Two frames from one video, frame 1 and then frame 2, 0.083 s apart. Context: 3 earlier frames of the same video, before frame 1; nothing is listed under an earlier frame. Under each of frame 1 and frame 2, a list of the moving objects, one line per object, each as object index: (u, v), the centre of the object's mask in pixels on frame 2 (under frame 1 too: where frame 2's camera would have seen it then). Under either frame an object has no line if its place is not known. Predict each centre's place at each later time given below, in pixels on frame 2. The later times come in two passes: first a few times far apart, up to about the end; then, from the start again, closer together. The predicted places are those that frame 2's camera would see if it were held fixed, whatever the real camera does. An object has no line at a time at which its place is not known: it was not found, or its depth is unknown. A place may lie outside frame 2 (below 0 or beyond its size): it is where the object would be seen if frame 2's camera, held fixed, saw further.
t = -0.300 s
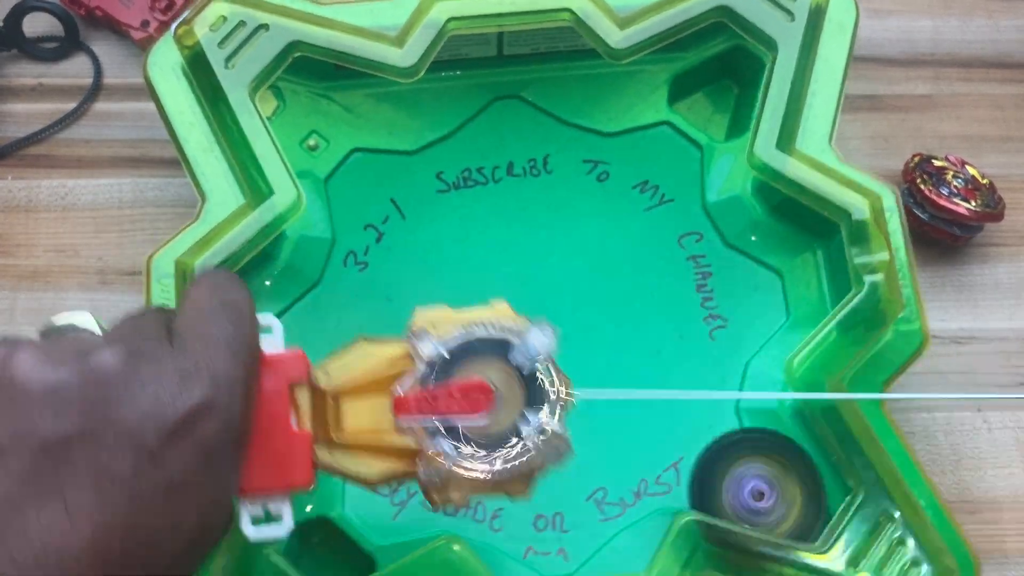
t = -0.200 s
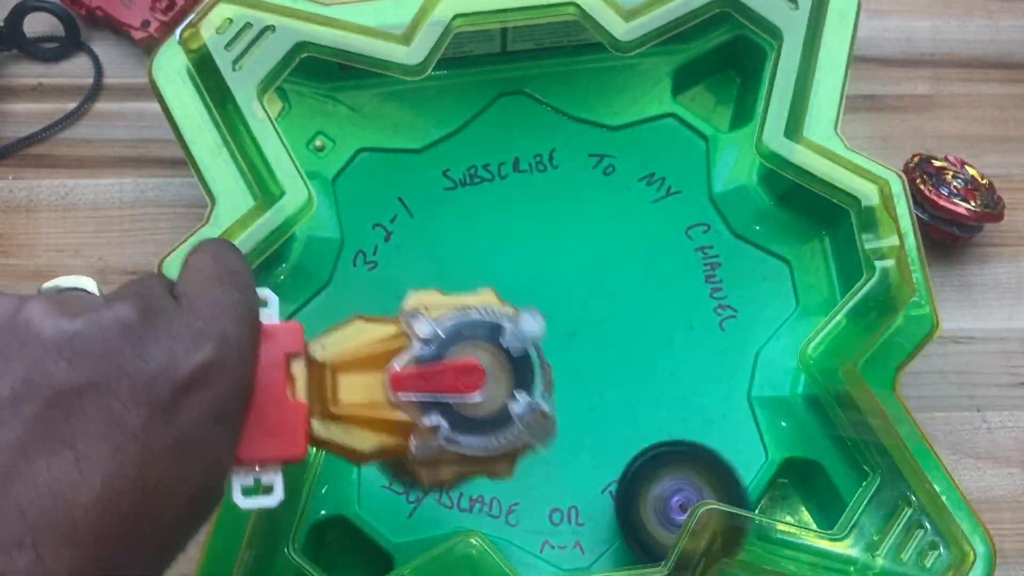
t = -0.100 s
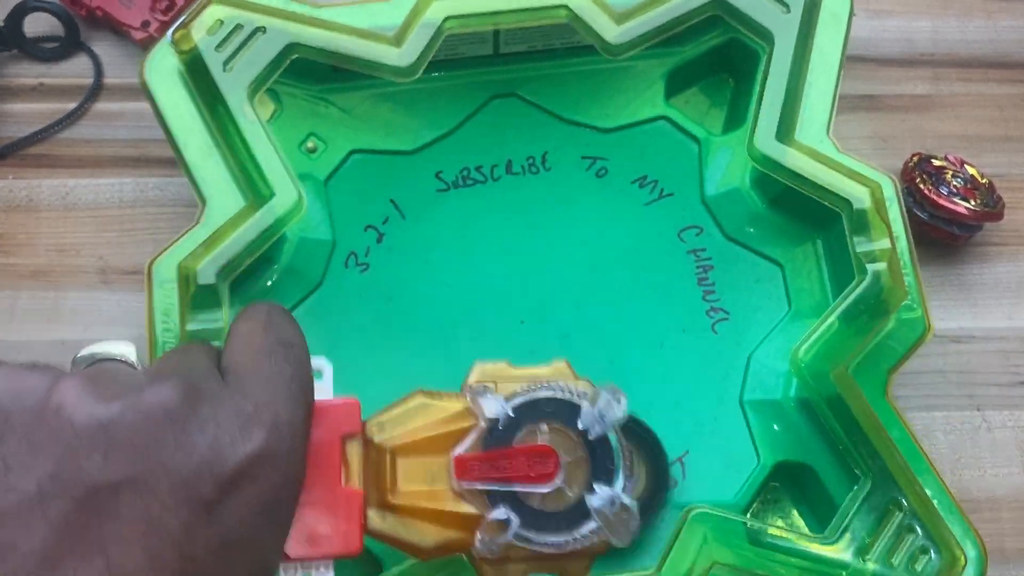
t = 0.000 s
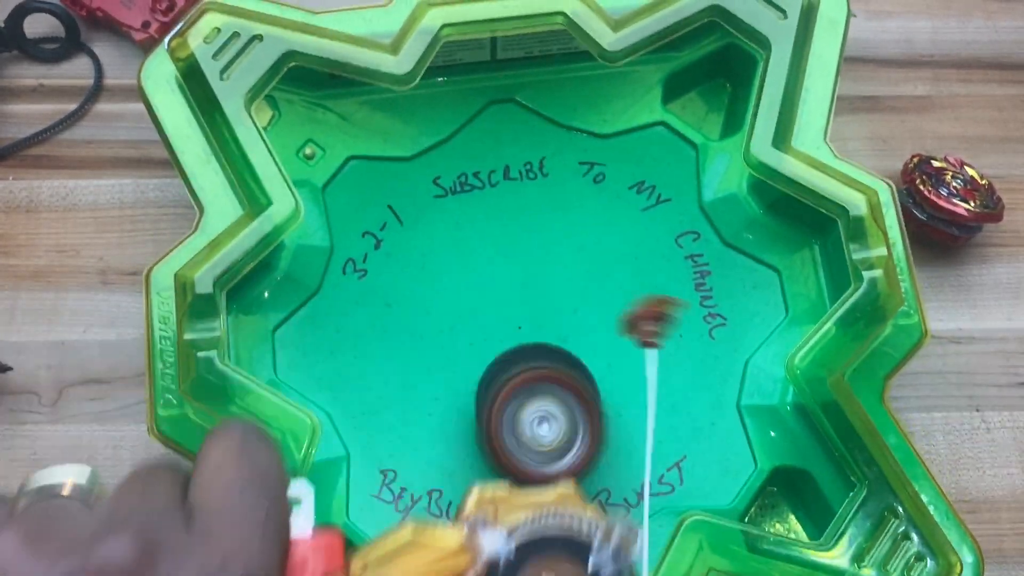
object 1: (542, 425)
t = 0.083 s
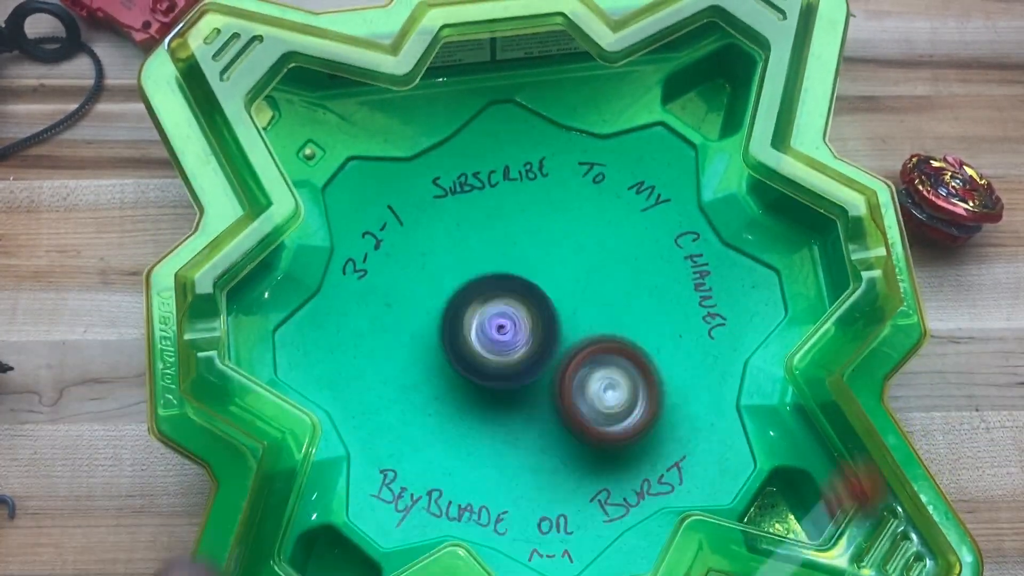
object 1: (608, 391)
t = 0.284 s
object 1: (715, 243)
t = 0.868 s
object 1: (664, 260)
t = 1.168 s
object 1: (759, 326)
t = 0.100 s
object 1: (619, 384)
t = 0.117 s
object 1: (632, 370)
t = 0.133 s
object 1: (645, 354)
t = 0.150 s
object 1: (657, 340)
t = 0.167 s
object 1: (670, 326)
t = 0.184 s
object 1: (680, 313)
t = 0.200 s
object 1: (690, 302)
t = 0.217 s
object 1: (697, 293)
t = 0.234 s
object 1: (703, 283)
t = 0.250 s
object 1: (709, 269)
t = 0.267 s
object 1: (712, 255)
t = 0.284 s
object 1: (715, 243)
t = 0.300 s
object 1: (716, 234)
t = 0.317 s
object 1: (715, 226)
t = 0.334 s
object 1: (707, 219)
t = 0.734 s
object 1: (624, 235)
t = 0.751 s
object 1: (633, 236)
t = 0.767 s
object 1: (640, 239)
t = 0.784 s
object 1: (646, 243)
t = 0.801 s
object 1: (652, 246)
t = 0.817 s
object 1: (656, 249)
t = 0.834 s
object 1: (659, 253)
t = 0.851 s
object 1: (662, 257)
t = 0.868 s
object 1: (664, 260)
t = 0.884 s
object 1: (665, 265)
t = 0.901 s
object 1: (665, 268)
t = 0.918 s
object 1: (664, 274)
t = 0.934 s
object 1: (663, 277)
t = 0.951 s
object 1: (661, 282)
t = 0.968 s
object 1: (658, 286)
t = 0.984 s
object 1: (670, 289)
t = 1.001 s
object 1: (684, 292)
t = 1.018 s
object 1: (698, 297)
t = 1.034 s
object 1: (712, 303)
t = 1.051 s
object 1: (724, 310)
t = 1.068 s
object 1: (735, 316)
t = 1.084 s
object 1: (743, 319)
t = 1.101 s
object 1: (750, 322)
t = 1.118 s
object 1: (754, 327)
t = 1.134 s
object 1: (757, 329)
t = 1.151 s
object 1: (759, 326)
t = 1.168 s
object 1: (759, 326)
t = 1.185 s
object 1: (758, 326)
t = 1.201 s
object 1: (756, 323)
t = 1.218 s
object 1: (753, 319)
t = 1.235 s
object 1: (749, 315)
